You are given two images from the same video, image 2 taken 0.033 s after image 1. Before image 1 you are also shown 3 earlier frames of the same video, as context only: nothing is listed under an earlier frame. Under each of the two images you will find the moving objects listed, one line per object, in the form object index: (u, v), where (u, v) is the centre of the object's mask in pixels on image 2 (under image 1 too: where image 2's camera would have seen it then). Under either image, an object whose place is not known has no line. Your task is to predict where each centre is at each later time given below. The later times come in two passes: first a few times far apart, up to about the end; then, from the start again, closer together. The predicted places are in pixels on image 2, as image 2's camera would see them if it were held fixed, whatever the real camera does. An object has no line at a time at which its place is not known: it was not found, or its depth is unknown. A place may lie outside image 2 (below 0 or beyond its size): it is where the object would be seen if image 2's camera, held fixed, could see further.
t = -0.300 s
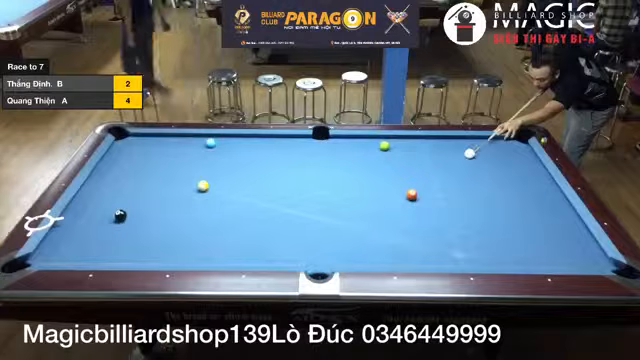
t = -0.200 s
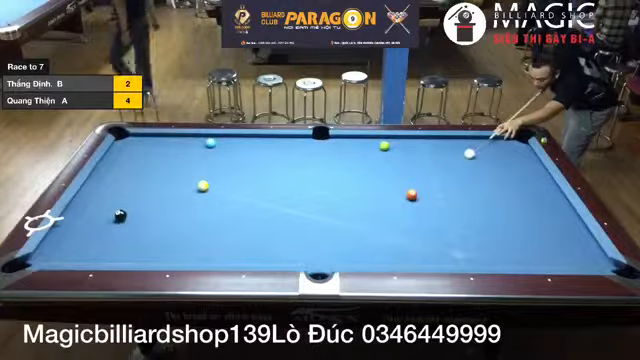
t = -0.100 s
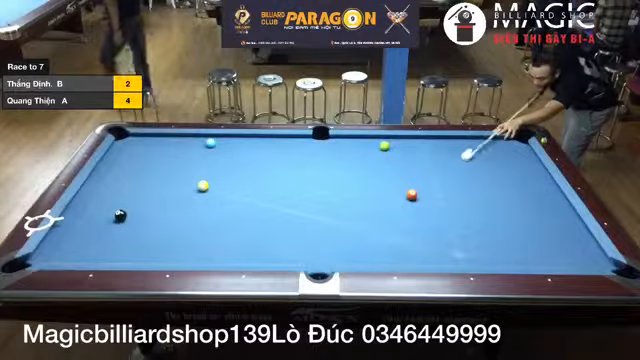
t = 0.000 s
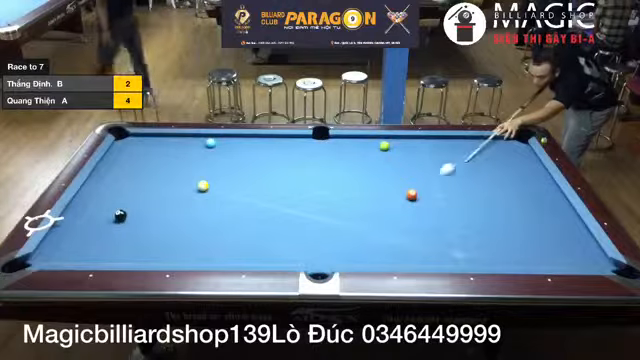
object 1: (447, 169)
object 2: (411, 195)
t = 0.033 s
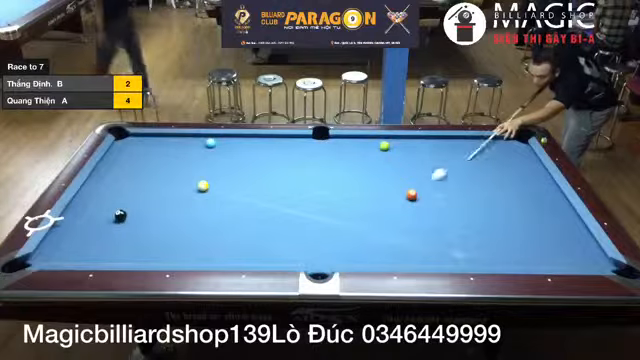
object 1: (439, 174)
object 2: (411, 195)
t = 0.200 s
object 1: (415, 188)
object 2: (400, 204)
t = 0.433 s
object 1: (417, 184)
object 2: (360, 237)
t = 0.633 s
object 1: (419, 181)
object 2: (323, 266)
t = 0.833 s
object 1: (421, 177)
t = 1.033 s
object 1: (423, 174)
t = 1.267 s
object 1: (424, 171)
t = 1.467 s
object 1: (425, 169)
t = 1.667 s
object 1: (426, 166)
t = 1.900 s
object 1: (426, 165)
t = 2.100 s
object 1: (427, 163)
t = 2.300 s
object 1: (427, 162)
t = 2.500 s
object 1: (427, 161)
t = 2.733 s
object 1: (427, 160)
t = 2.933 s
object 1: (427, 160)
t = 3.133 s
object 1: (427, 160)
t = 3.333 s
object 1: (427, 160)
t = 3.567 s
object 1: (427, 160)
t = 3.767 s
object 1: (427, 160)
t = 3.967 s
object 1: (427, 160)
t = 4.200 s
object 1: (427, 160)
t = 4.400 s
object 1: (427, 160)
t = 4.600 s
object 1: (427, 160)
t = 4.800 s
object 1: (427, 160)
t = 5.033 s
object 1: (427, 160)
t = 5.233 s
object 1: (427, 160)
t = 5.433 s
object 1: (427, 160)
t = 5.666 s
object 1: (427, 160)
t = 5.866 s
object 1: (427, 160)
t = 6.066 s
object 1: (427, 160)
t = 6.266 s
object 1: (427, 160)
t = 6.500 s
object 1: (427, 160)
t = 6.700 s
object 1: (427, 160)
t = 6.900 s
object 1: (427, 160)
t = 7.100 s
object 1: (427, 160)
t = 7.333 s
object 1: (427, 160)
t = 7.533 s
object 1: (427, 160)
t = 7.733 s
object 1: (427, 160)
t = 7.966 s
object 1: (427, 160)
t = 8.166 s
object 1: (427, 160)
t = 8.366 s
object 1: (427, 160)
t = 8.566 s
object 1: (427, 160)
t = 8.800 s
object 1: (427, 160)
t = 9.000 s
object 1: (427, 160)
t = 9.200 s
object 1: (427, 160)
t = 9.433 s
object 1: (427, 160)
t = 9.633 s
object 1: (427, 160)
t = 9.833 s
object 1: (427, 160)
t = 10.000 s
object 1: (427, 160)
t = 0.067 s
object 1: (433, 178)
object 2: (411, 195)
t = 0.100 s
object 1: (425, 184)
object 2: (411, 195)
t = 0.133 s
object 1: (421, 185)
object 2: (411, 195)
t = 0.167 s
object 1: (415, 189)
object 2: (406, 199)
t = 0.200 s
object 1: (415, 188)
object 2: (400, 204)
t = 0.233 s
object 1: (415, 189)
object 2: (394, 209)
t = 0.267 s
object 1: (416, 188)
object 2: (388, 214)
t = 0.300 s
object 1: (416, 187)
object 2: (382, 218)
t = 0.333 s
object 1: (416, 187)
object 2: (377, 223)
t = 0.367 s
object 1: (417, 186)
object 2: (371, 228)
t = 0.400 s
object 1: (417, 185)
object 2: (365, 232)
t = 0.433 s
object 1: (417, 184)
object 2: (360, 237)
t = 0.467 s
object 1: (417, 184)
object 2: (354, 241)
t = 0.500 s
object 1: (418, 183)
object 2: (348, 246)
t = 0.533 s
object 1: (419, 182)
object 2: (342, 251)
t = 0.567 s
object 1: (419, 182)
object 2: (336, 255)
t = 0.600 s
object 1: (419, 181)
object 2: (328, 263)
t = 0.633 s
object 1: (419, 181)
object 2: (323, 266)
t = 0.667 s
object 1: (419, 181)
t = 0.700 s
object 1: (420, 180)
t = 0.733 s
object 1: (421, 179)
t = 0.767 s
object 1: (421, 179)
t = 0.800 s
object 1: (421, 178)
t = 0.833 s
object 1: (421, 177)
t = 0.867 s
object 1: (421, 177)
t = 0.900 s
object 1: (421, 177)
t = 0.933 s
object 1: (422, 175)
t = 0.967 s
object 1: (422, 175)
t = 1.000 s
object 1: (422, 174)
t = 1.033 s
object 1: (423, 174)
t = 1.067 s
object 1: (423, 173)
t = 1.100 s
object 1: (423, 173)
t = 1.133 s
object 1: (423, 173)
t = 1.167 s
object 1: (423, 172)
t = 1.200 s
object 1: (424, 171)
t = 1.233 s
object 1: (424, 171)
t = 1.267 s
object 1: (424, 171)
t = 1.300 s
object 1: (424, 170)
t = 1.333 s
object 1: (424, 170)
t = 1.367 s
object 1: (424, 170)
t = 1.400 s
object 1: (425, 169)
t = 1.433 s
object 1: (425, 169)
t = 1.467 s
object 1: (425, 169)
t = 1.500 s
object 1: (425, 169)
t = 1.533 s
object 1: (425, 167)
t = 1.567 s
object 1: (425, 167)
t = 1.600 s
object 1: (425, 167)
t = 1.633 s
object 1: (425, 167)
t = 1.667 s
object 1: (426, 166)
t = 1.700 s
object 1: (426, 166)
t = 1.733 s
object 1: (426, 165)
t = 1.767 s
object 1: (426, 165)
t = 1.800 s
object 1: (426, 165)
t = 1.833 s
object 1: (426, 165)
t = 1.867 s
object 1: (426, 165)
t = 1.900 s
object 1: (426, 165)
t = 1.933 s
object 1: (426, 165)
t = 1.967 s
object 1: (426, 163)
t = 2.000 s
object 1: (426, 163)
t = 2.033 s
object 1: (426, 163)
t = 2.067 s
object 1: (427, 163)
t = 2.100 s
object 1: (427, 163)
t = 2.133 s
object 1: (427, 163)
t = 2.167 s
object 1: (427, 162)
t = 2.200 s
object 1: (427, 162)
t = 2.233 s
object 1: (427, 163)
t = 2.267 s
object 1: (427, 162)
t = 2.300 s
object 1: (427, 162)
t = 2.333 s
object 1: (427, 162)
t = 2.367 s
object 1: (427, 162)
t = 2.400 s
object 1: (427, 161)
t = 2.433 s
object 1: (427, 161)
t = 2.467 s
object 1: (427, 161)
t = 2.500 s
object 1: (427, 161)
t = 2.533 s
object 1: (427, 161)
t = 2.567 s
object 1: (427, 161)
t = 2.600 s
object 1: (427, 160)
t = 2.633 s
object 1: (427, 160)
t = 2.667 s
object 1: (427, 160)
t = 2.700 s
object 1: (427, 160)
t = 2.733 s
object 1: (427, 160)
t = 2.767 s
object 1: (427, 160)
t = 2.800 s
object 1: (427, 160)
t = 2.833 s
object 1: (427, 160)
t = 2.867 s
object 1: (427, 160)
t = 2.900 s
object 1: (427, 160)
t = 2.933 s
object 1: (427, 160)
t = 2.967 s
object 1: (427, 160)
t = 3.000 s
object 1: (427, 160)
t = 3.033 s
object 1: (427, 160)
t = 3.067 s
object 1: (427, 160)
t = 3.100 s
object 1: (427, 160)
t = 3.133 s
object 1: (427, 160)
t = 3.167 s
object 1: (427, 160)
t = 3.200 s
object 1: (427, 160)
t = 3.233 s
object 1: (427, 160)
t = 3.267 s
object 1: (427, 160)
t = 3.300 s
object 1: (427, 160)
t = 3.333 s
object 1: (427, 160)
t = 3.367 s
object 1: (427, 160)
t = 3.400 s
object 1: (427, 160)
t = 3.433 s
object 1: (427, 160)
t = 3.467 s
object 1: (427, 160)
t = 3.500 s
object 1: (427, 160)
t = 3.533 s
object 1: (427, 160)
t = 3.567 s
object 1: (427, 160)
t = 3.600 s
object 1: (427, 160)
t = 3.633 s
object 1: (427, 160)
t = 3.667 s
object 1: (427, 160)
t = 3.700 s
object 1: (427, 160)
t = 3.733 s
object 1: (427, 160)
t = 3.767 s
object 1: (427, 160)
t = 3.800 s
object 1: (427, 160)
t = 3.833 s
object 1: (427, 160)
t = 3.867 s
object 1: (427, 160)
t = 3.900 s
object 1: (427, 160)
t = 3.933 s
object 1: (427, 160)
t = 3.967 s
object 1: (427, 160)
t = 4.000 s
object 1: (427, 160)
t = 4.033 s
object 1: (427, 160)
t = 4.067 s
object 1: (427, 160)
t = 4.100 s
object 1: (427, 160)
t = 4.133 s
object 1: (427, 160)
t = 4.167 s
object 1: (427, 160)
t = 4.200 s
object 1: (427, 160)
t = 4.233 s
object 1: (427, 160)
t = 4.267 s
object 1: (427, 160)
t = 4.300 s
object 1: (427, 160)
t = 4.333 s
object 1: (427, 160)
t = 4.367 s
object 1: (427, 160)
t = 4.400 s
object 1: (427, 160)
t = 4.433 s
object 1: (427, 160)
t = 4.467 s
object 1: (427, 160)
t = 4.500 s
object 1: (427, 160)
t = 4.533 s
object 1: (427, 160)
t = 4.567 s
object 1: (427, 160)
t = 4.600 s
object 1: (427, 160)
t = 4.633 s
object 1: (427, 160)
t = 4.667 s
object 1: (427, 160)
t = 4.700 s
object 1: (427, 160)
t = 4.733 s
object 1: (427, 160)
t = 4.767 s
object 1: (427, 160)
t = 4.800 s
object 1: (427, 160)
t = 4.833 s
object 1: (427, 160)
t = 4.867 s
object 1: (427, 160)
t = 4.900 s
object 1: (427, 160)
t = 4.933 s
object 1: (427, 160)
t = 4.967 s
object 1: (427, 160)
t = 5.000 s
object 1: (427, 160)
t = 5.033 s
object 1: (427, 160)
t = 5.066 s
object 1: (427, 160)
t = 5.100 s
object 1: (427, 160)
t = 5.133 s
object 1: (427, 160)
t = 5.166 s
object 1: (427, 160)
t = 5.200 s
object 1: (427, 160)
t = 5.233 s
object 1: (427, 160)
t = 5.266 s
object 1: (427, 160)
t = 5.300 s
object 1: (427, 160)
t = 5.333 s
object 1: (427, 160)
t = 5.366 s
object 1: (427, 160)
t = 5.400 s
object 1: (427, 160)
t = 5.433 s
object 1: (427, 160)
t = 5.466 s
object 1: (427, 160)
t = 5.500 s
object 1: (427, 160)
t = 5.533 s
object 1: (427, 160)
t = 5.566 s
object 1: (427, 160)
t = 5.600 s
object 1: (427, 160)
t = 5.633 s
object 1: (427, 160)
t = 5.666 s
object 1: (427, 160)
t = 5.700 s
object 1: (427, 160)
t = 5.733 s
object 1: (427, 160)
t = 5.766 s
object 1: (427, 160)
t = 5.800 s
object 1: (427, 160)
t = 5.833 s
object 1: (427, 160)
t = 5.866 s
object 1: (427, 160)
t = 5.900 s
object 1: (427, 160)
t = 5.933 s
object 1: (427, 160)
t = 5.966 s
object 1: (427, 160)
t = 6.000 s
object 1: (427, 160)
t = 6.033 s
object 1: (427, 160)
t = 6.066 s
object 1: (427, 160)
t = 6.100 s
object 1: (427, 160)
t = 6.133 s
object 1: (427, 160)
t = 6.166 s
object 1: (427, 160)
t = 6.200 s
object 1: (427, 160)
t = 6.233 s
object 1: (427, 160)
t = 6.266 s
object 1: (427, 160)
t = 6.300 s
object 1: (427, 160)
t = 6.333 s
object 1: (427, 160)
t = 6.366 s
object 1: (427, 160)
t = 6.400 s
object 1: (427, 160)
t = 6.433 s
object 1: (427, 160)
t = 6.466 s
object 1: (427, 160)
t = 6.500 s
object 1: (427, 160)
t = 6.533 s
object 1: (427, 160)
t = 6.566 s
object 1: (427, 160)
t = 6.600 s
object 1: (427, 160)
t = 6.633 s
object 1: (427, 160)
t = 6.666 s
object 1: (427, 160)
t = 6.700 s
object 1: (427, 160)
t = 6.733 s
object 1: (427, 160)
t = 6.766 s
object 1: (427, 160)
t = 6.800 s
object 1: (427, 160)
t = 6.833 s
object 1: (427, 160)
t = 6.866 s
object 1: (427, 160)
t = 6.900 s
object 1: (427, 160)
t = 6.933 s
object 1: (427, 160)
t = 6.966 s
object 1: (427, 160)
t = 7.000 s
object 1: (427, 160)
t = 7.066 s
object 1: (427, 160)
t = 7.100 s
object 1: (427, 160)
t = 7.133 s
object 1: (427, 160)
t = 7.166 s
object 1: (427, 160)
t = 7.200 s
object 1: (427, 160)
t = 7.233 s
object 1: (427, 160)
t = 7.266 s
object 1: (427, 160)
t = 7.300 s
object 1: (427, 160)
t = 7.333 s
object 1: (427, 160)
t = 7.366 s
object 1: (427, 160)
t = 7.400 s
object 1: (427, 160)
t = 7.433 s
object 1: (427, 160)
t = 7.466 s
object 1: (427, 160)
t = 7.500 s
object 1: (427, 160)
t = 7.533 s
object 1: (427, 160)
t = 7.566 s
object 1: (427, 160)
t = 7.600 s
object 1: (427, 160)
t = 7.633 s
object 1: (427, 160)
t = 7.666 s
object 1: (427, 160)
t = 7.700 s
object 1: (427, 160)
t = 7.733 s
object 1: (427, 160)
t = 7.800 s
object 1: (427, 160)
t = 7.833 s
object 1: (427, 160)
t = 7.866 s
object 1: (427, 160)
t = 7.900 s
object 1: (427, 160)
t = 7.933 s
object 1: (427, 160)
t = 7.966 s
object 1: (427, 160)
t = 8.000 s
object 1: (427, 160)
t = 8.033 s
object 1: (427, 160)
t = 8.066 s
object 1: (427, 160)
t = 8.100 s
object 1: (427, 160)
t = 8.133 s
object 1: (427, 160)
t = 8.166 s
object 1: (427, 160)
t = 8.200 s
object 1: (427, 160)
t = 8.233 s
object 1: (427, 160)
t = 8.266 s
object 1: (427, 160)
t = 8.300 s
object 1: (427, 160)
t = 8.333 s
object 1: (427, 160)
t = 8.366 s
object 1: (427, 160)
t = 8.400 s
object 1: (427, 160)
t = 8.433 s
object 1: (427, 160)
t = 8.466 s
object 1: (427, 160)
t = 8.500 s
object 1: (427, 160)
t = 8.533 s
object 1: (427, 160)
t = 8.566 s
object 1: (427, 160)
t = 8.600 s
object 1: (427, 160)
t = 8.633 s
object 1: (427, 160)
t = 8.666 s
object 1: (427, 160)
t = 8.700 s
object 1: (427, 160)
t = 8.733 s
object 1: (427, 160)
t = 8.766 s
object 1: (427, 160)
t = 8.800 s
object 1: (427, 160)
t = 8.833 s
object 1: (427, 160)
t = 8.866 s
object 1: (427, 160)
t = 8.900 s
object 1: (427, 160)
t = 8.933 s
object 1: (427, 160)
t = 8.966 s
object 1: (427, 160)
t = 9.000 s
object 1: (427, 160)
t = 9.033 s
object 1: (427, 160)
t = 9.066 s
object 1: (427, 160)
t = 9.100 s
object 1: (427, 160)
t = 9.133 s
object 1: (427, 160)
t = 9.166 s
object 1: (427, 160)
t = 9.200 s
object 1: (427, 160)
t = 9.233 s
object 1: (427, 160)
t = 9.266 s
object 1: (427, 160)
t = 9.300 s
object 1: (427, 160)
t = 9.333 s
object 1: (427, 160)
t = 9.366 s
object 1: (427, 160)
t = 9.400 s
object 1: (427, 160)
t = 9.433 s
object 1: (427, 160)
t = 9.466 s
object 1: (427, 160)
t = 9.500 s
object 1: (427, 160)
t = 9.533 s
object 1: (427, 160)
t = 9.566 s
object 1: (427, 160)
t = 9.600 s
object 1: (427, 160)
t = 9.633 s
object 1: (427, 160)
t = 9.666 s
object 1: (427, 160)
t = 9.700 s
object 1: (427, 160)
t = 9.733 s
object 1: (427, 160)
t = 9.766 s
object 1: (427, 160)
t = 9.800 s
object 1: (427, 160)
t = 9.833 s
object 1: (427, 160)
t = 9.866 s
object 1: (427, 160)
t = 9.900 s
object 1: (427, 160)
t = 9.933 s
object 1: (427, 160)
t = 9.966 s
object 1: (427, 160)
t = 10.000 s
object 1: (427, 160)
